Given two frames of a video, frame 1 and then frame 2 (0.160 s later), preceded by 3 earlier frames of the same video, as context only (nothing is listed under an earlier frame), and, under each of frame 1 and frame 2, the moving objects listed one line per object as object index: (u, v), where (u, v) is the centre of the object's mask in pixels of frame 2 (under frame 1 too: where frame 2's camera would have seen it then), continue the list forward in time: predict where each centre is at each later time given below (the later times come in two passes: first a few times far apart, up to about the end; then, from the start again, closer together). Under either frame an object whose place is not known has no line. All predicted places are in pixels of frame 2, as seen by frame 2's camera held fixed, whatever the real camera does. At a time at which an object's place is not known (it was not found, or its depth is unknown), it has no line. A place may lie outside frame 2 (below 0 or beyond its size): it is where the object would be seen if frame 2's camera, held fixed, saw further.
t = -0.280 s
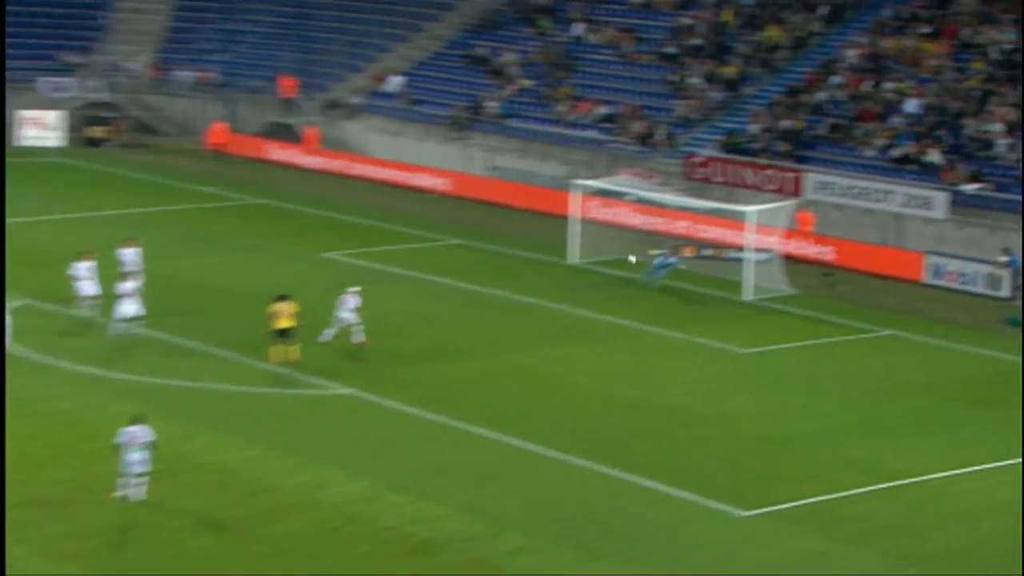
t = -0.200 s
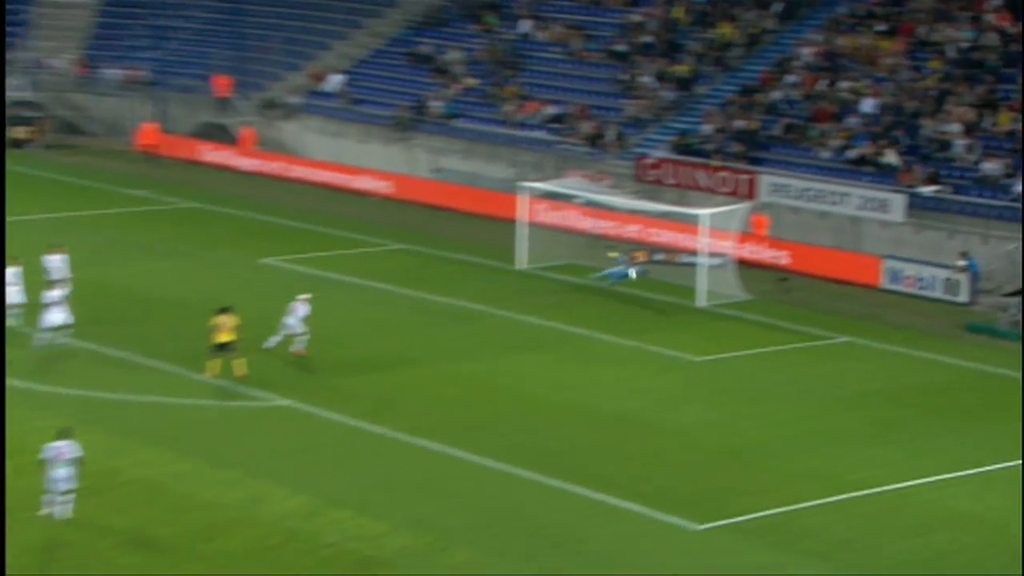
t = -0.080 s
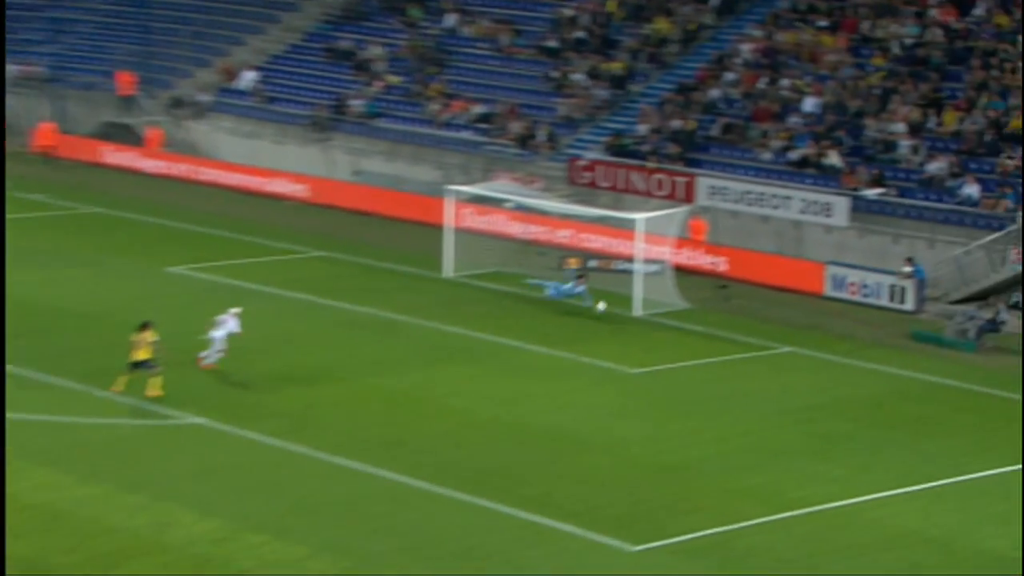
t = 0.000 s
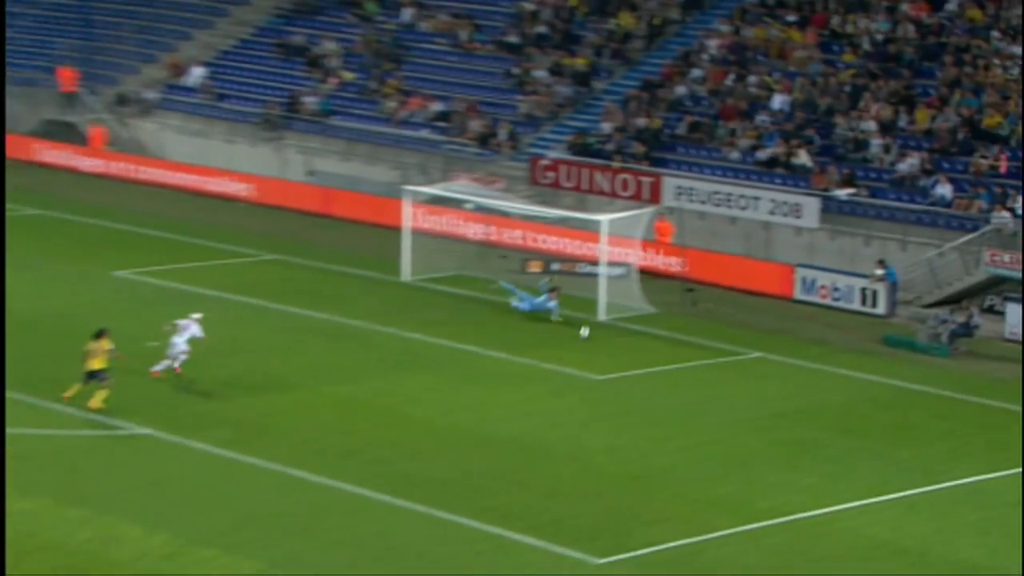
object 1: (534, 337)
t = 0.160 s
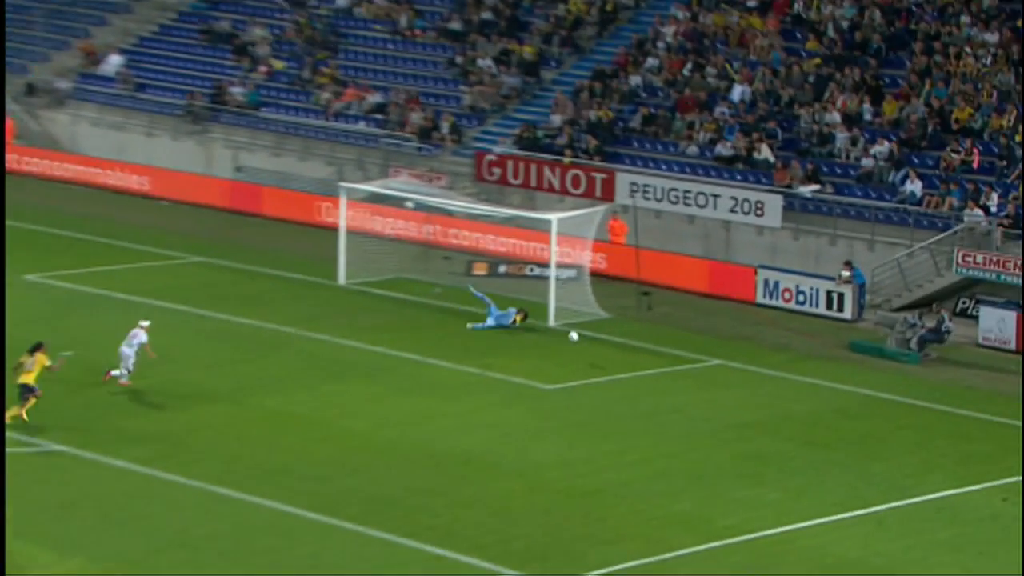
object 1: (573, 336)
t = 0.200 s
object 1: (583, 337)
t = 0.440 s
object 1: (648, 357)
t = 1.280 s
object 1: (886, 448)
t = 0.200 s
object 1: (583, 337)
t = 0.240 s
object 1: (594, 338)
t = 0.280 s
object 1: (605, 341)
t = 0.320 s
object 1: (615, 343)
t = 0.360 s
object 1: (626, 347)
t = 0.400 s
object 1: (637, 352)
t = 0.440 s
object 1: (648, 357)
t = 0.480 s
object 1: (660, 363)
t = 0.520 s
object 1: (671, 370)
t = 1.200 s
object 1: (865, 444)
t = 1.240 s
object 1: (876, 446)
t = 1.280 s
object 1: (886, 448)
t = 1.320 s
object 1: (897, 451)
